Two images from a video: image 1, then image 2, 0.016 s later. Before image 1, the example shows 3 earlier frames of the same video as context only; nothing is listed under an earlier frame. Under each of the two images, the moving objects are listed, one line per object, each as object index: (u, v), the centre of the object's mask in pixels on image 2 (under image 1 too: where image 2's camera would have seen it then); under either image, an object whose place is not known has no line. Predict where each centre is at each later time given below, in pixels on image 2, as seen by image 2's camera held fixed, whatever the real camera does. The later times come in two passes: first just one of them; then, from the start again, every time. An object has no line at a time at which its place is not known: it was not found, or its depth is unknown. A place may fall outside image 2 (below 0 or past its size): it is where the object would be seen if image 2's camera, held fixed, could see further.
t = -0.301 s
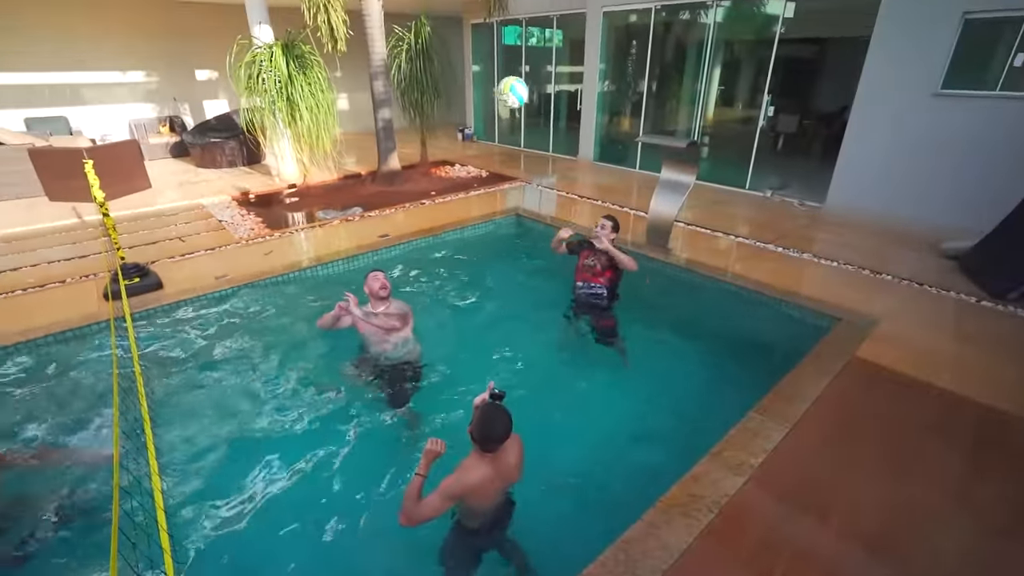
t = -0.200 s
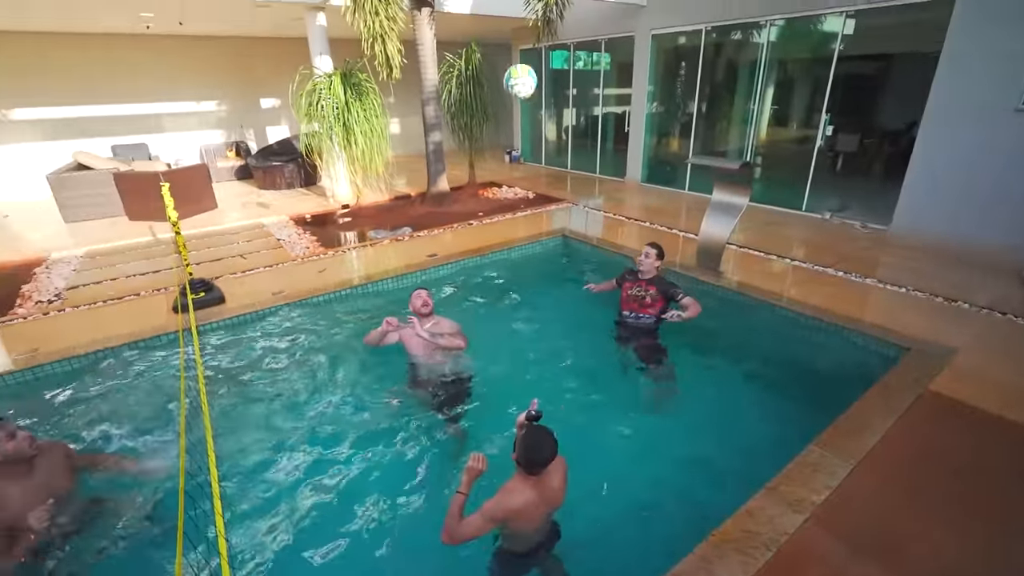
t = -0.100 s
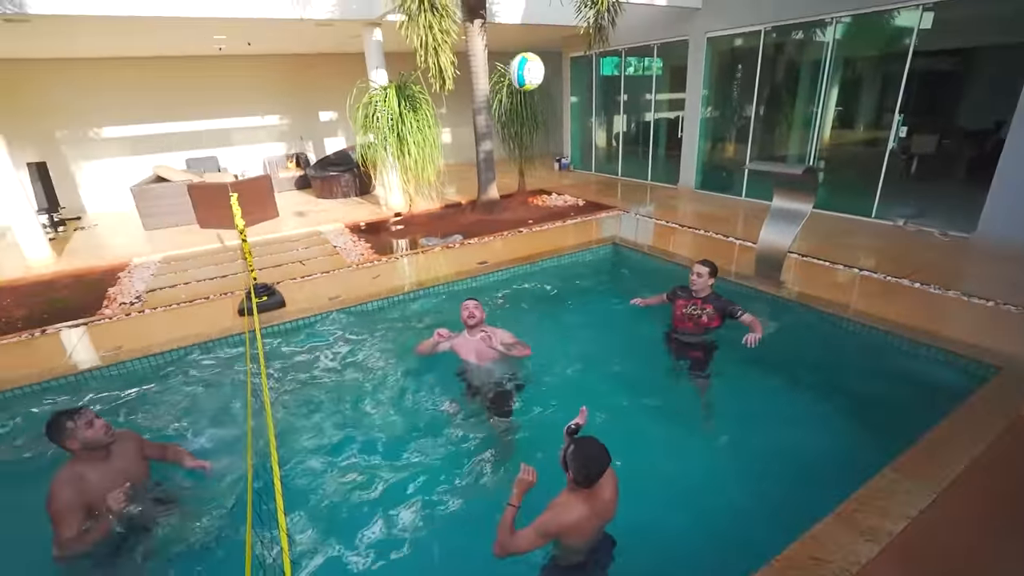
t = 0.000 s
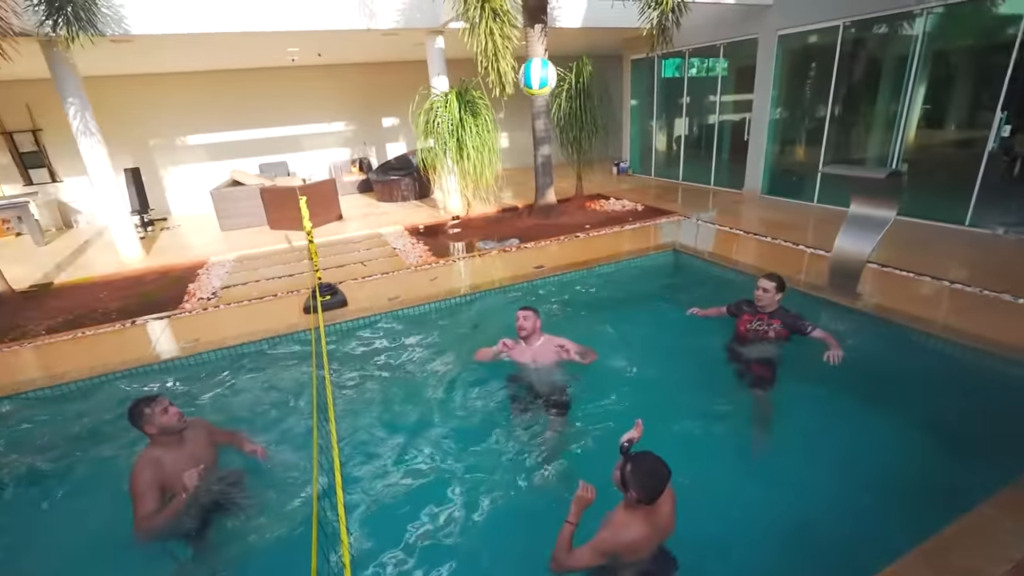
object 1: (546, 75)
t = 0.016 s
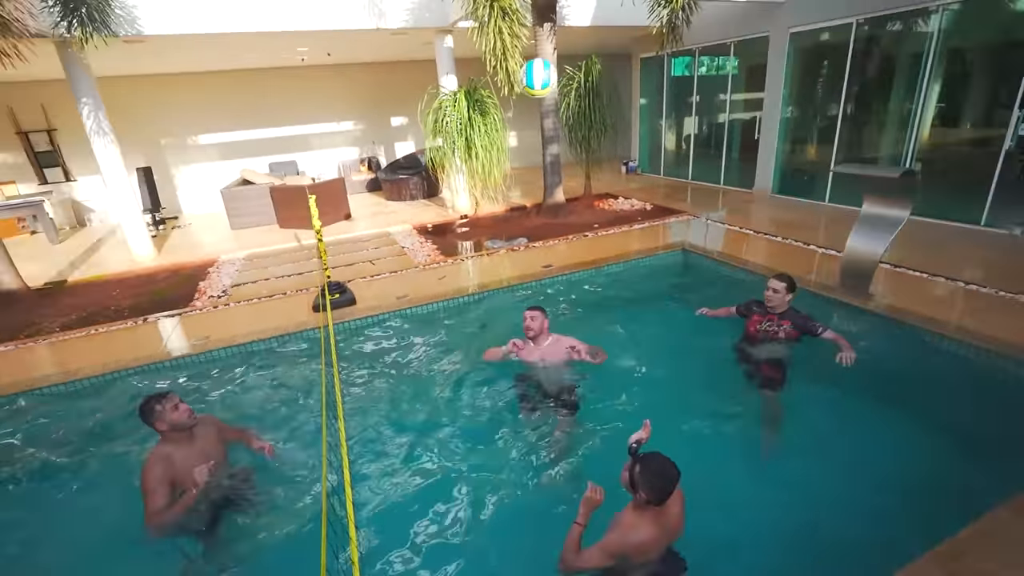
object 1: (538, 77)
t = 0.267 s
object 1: (413, 184)
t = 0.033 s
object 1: (529, 80)
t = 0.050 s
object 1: (521, 84)
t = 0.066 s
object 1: (513, 88)
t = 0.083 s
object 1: (504, 92)
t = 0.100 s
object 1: (496, 98)
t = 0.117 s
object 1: (487, 104)
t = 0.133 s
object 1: (479, 111)
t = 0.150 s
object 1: (470, 118)
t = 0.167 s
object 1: (462, 126)
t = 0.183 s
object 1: (453, 134)
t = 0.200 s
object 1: (445, 143)
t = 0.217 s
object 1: (437, 153)
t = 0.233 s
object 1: (428, 162)
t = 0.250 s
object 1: (421, 173)
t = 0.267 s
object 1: (413, 184)
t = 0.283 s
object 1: (405, 196)
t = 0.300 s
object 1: (396, 209)
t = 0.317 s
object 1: (387, 223)
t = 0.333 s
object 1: (380, 236)
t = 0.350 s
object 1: (372, 250)
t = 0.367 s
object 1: (365, 264)
